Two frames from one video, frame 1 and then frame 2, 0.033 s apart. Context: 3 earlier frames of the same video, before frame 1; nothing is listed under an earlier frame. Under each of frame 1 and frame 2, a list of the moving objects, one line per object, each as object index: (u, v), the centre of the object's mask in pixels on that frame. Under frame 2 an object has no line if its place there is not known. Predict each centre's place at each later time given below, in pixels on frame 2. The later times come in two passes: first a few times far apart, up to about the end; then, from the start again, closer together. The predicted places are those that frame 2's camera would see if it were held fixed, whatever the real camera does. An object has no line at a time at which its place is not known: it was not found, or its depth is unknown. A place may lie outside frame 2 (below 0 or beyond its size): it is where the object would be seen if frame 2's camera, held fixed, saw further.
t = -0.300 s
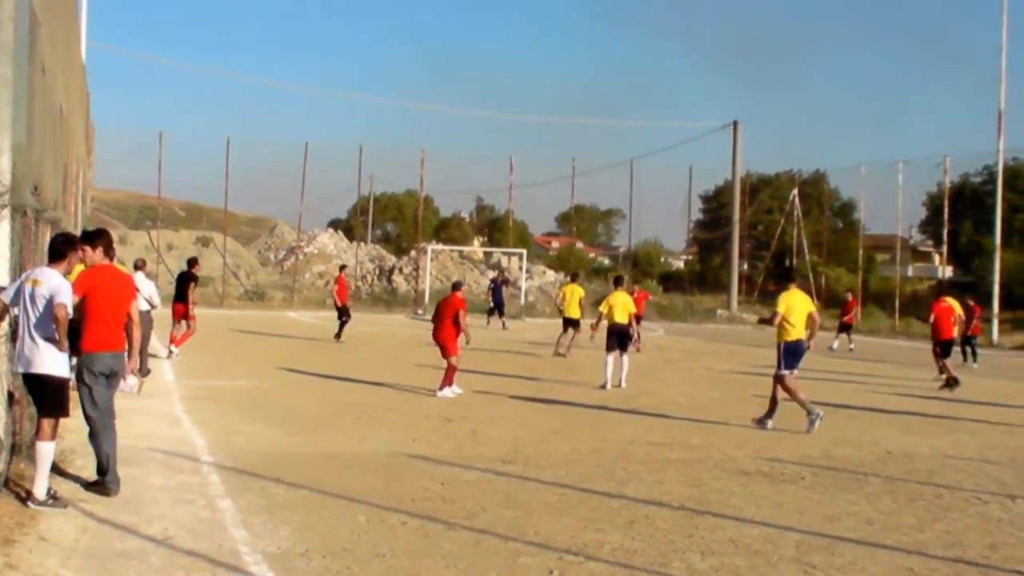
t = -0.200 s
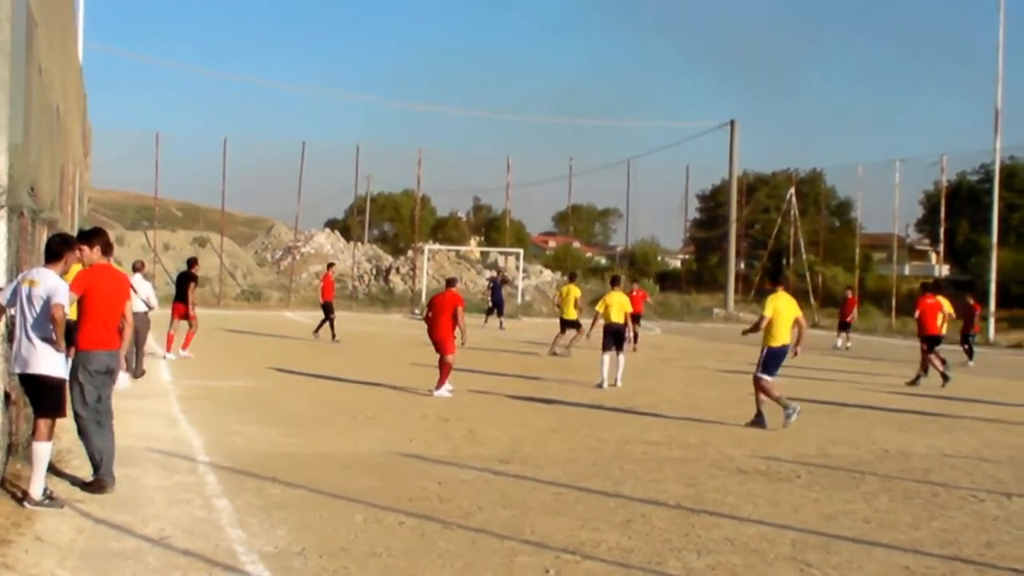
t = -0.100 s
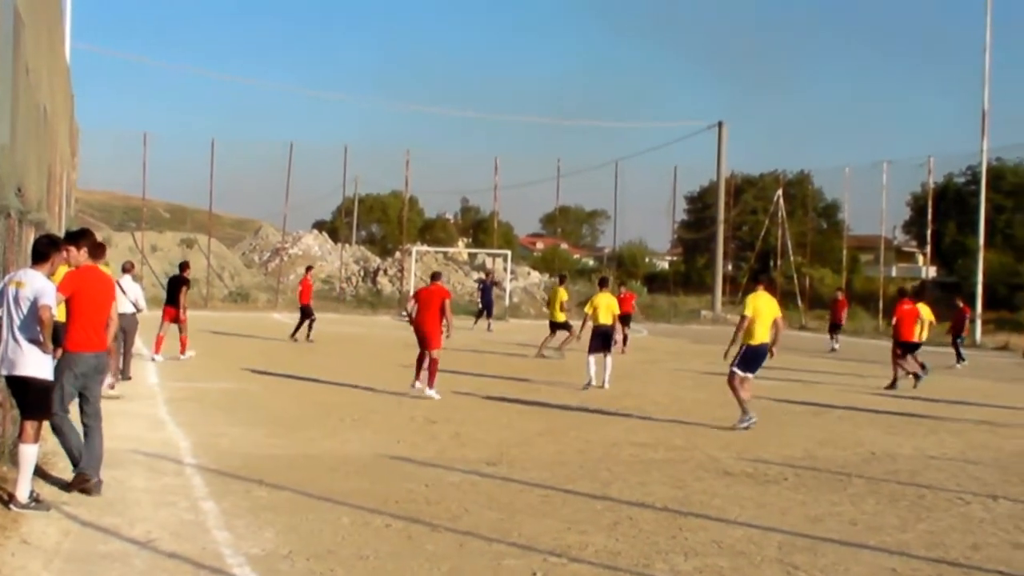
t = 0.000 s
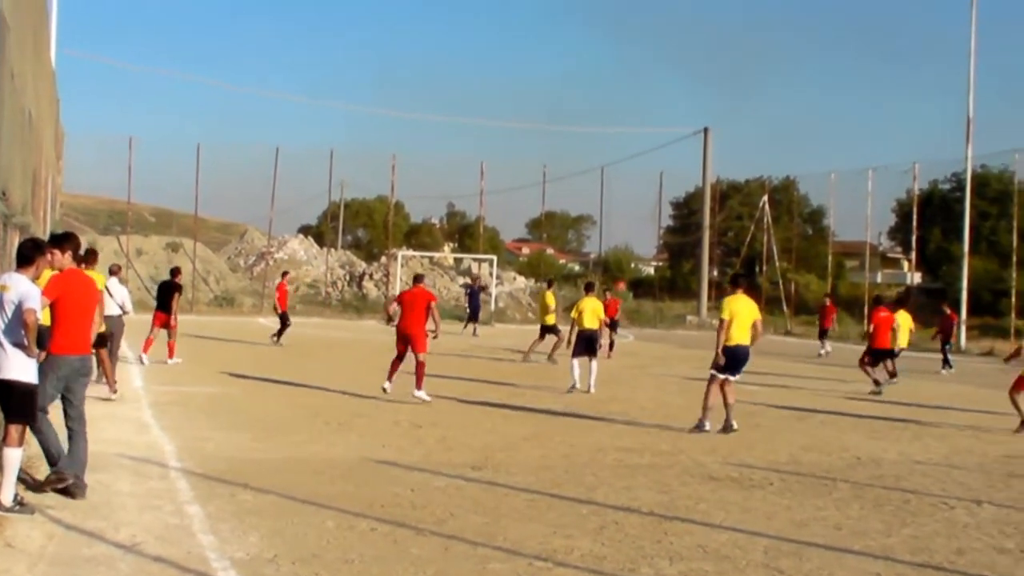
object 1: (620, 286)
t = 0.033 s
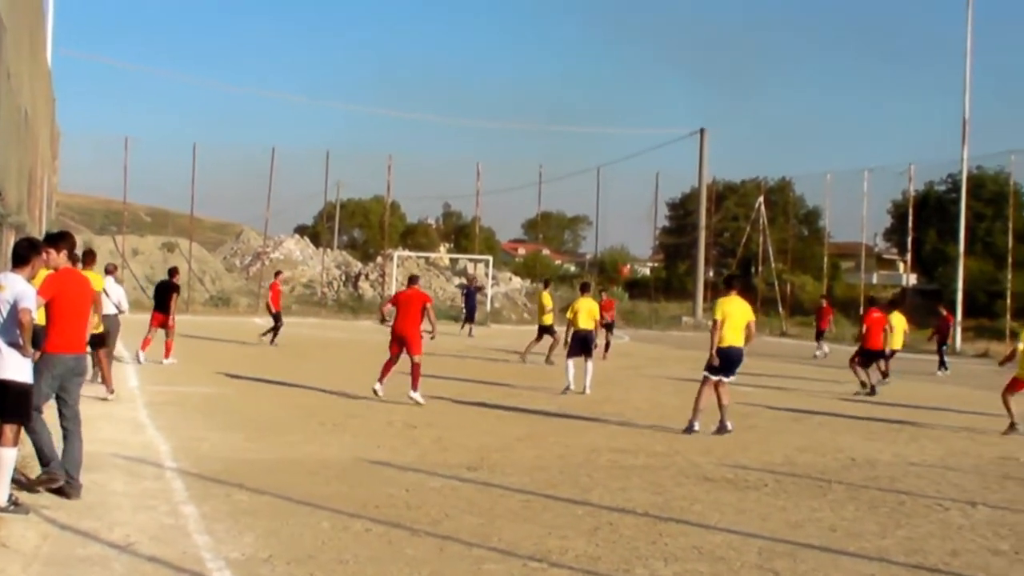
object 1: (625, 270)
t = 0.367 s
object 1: (726, 134)
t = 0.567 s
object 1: (797, 84)
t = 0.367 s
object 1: (726, 134)
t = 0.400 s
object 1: (738, 124)
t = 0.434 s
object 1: (748, 115)
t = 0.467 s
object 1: (762, 104)
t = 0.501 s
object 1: (774, 97)
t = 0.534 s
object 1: (784, 91)
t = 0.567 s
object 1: (797, 84)
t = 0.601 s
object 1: (811, 76)
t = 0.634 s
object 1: (822, 70)
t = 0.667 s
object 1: (834, 66)
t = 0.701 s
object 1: (847, 63)
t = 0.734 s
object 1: (858, 57)
